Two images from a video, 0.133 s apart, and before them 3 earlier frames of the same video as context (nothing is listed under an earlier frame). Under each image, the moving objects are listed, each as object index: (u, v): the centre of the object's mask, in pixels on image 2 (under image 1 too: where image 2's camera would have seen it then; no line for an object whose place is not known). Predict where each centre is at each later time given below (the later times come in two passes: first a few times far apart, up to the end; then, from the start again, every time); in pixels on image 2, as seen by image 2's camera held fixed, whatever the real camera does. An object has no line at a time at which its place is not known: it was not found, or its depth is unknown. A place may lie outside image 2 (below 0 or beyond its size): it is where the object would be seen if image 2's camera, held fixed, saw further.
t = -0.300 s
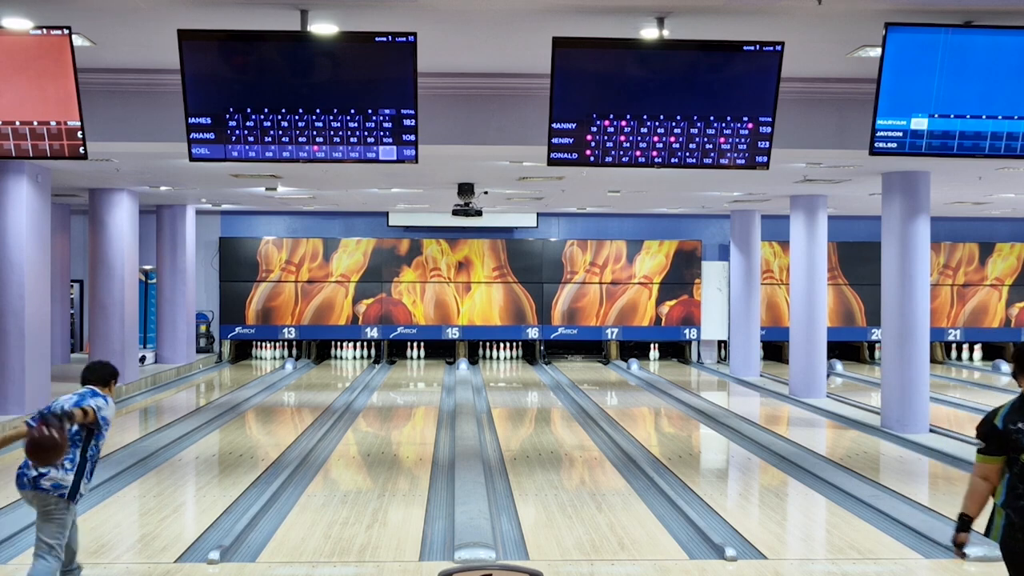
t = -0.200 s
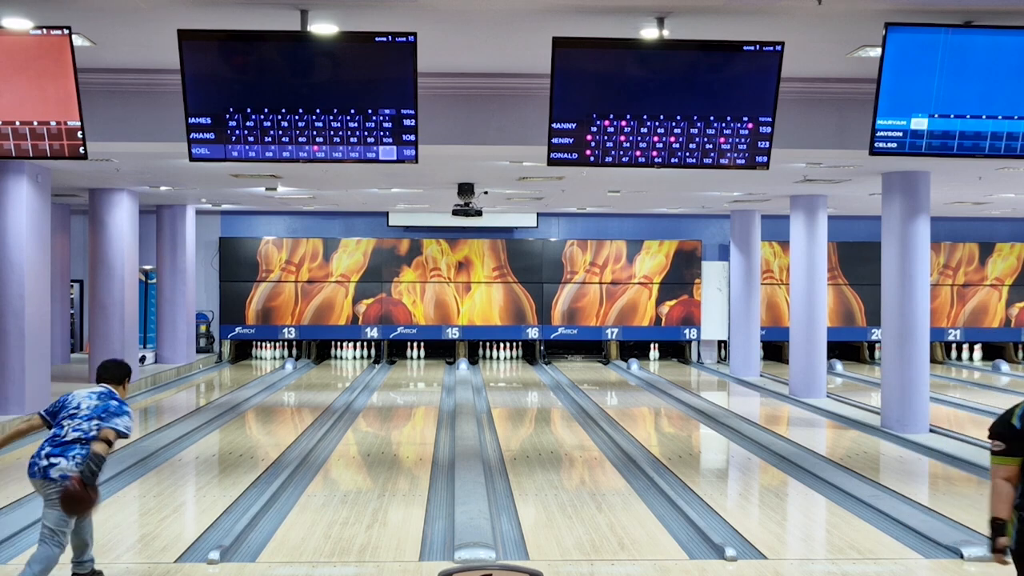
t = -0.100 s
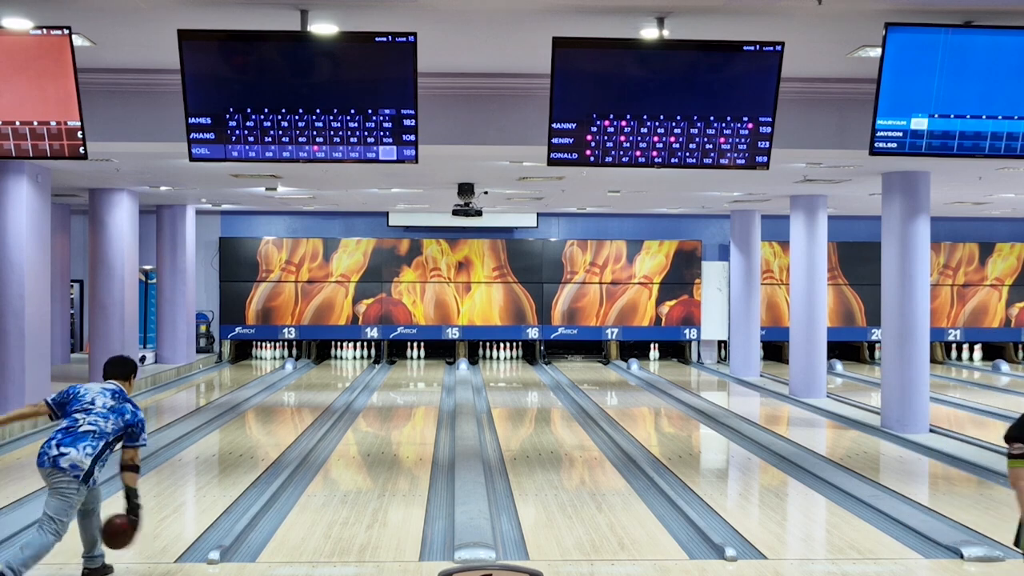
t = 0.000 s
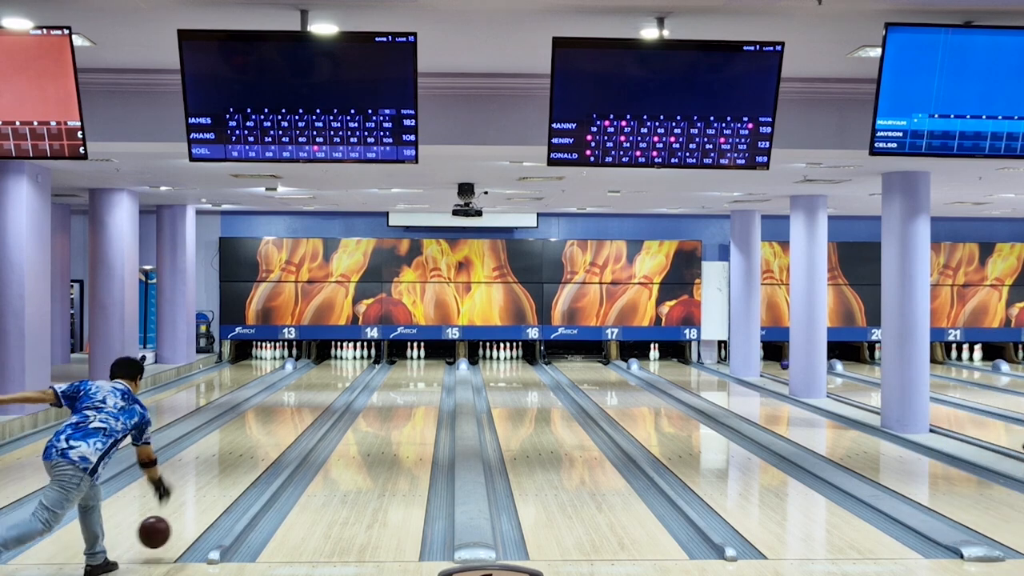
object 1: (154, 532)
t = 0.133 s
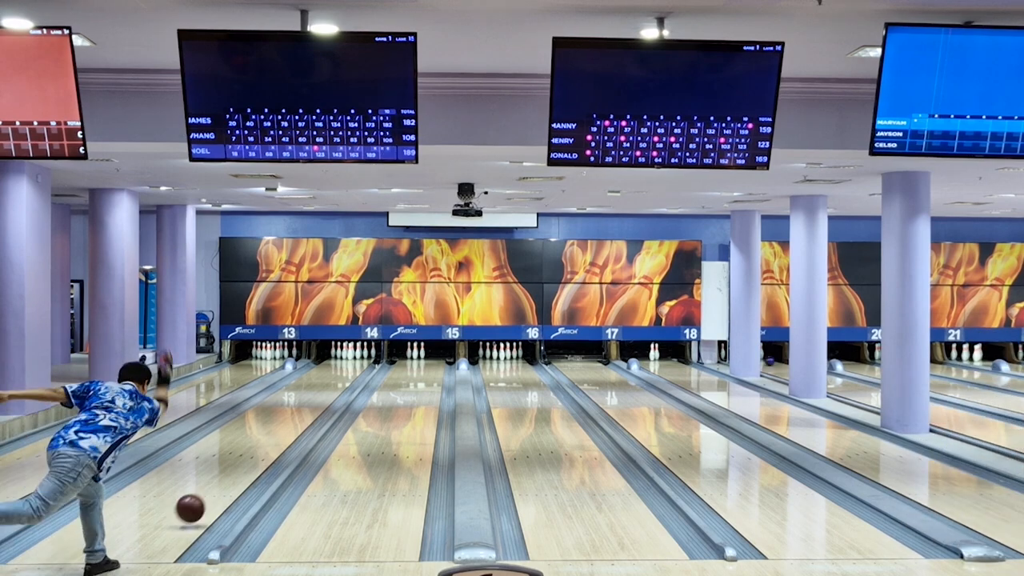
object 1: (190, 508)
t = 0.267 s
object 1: (218, 488)
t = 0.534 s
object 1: (260, 453)
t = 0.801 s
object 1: (288, 427)
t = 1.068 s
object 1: (308, 409)
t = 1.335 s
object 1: (323, 395)
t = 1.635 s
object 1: (335, 382)
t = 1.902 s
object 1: (342, 373)
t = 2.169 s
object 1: (346, 366)
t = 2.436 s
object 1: (348, 360)
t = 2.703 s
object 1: (347, 355)
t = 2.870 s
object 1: (348, 354)
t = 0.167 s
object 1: (198, 502)
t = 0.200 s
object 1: (205, 498)
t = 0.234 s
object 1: (212, 494)
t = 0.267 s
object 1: (218, 488)
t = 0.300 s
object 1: (224, 483)
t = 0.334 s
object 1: (230, 478)
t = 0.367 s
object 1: (236, 473)
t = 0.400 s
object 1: (241, 469)
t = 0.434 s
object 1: (246, 464)
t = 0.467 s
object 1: (251, 460)
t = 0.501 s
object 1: (255, 457)
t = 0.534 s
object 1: (260, 453)
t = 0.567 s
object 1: (264, 449)
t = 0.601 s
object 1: (268, 446)
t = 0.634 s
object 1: (271, 442)
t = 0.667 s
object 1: (275, 439)
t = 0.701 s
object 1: (279, 436)
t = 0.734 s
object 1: (282, 433)
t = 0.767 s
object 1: (285, 430)
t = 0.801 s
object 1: (288, 427)
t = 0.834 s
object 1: (291, 425)
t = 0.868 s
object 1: (294, 422)
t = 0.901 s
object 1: (297, 420)
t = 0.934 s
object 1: (299, 417)
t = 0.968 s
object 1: (301, 415)
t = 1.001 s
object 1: (304, 413)
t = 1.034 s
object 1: (306, 411)
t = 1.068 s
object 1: (308, 409)
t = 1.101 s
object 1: (311, 407)
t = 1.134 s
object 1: (313, 405)
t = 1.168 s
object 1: (314, 403)
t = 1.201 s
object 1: (316, 401)
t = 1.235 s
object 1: (318, 400)
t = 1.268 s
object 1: (320, 398)
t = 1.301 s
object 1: (321, 396)
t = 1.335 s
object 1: (323, 395)
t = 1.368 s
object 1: (325, 393)
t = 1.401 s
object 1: (326, 392)
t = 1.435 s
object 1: (327, 390)
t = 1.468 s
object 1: (329, 389)
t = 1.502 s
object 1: (330, 387)
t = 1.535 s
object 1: (331, 386)
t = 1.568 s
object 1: (332, 385)
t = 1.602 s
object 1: (333, 384)
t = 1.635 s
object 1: (335, 382)
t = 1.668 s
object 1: (336, 381)
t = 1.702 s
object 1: (337, 380)
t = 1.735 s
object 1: (338, 379)
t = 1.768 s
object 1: (339, 377)
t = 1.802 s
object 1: (339, 376)
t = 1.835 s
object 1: (340, 375)
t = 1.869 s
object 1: (341, 374)
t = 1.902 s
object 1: (342, 373)
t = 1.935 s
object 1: (343, 372)
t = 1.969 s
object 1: (343, 371)
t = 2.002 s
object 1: (344, 370)
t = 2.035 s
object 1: (344, 369)
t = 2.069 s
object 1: (345, 368)
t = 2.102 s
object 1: (345, 367)
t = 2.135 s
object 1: (346, 367)
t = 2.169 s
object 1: (346, 366)
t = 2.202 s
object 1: (347, 365)
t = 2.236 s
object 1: (347, 364)
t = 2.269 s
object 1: (347, 364)
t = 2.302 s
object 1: (348, 363)
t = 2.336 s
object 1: (348, 362)
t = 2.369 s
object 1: (348, 361)
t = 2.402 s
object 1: (348, 361)
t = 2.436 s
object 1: (348, 360)
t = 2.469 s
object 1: (348, 359)
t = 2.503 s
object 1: (348, 359)
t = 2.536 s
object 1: (349, 358)
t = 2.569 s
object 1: (348, 357)
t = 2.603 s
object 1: (348, 357)
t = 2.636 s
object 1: (348, 356)
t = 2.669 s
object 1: (348, 356)
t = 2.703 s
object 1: (347, 355)
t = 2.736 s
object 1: (348, 355)
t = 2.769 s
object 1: (349, 354)
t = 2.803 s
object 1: (348, 354)
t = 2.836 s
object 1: (348, 354)
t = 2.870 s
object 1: (348, 354)
